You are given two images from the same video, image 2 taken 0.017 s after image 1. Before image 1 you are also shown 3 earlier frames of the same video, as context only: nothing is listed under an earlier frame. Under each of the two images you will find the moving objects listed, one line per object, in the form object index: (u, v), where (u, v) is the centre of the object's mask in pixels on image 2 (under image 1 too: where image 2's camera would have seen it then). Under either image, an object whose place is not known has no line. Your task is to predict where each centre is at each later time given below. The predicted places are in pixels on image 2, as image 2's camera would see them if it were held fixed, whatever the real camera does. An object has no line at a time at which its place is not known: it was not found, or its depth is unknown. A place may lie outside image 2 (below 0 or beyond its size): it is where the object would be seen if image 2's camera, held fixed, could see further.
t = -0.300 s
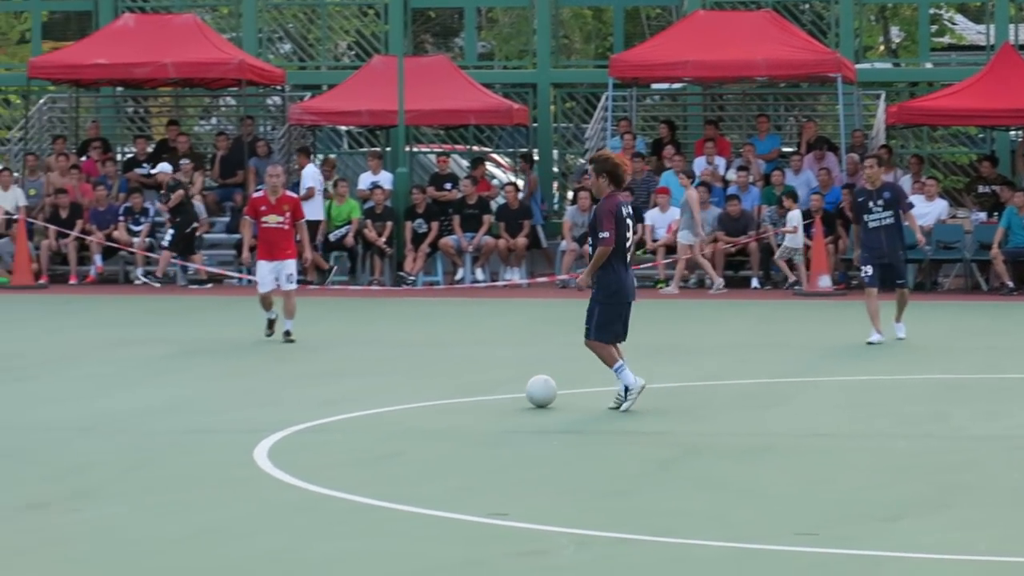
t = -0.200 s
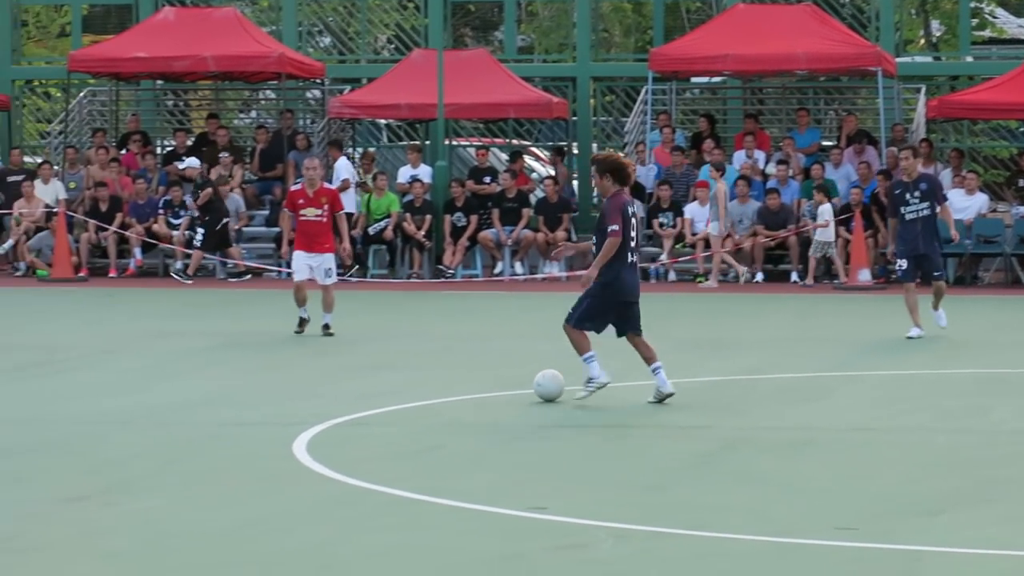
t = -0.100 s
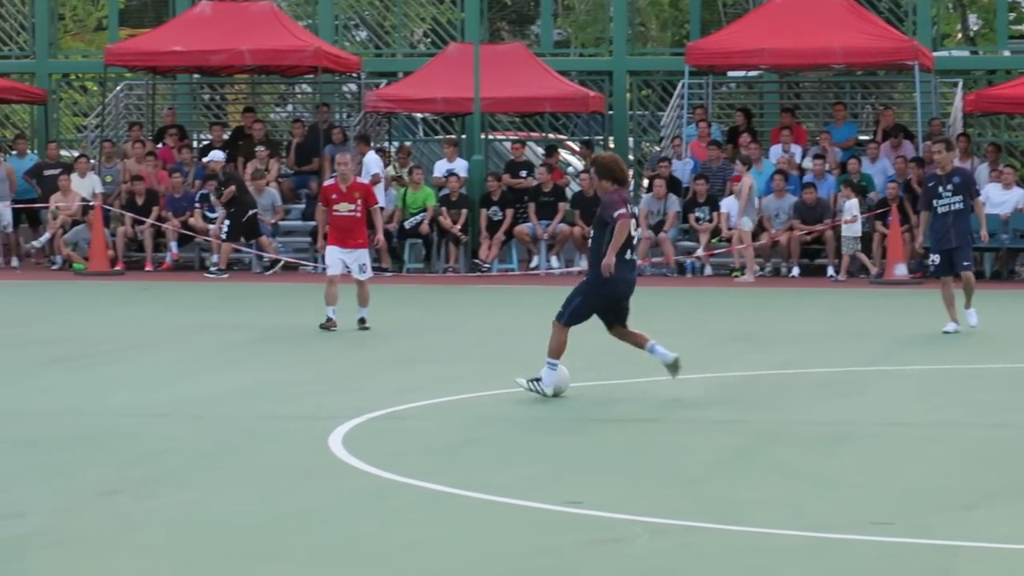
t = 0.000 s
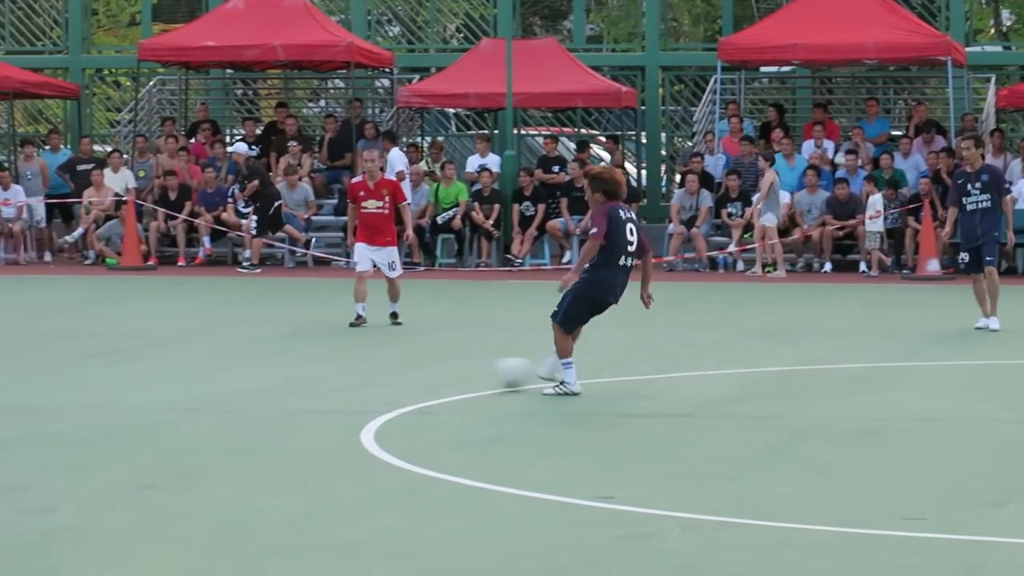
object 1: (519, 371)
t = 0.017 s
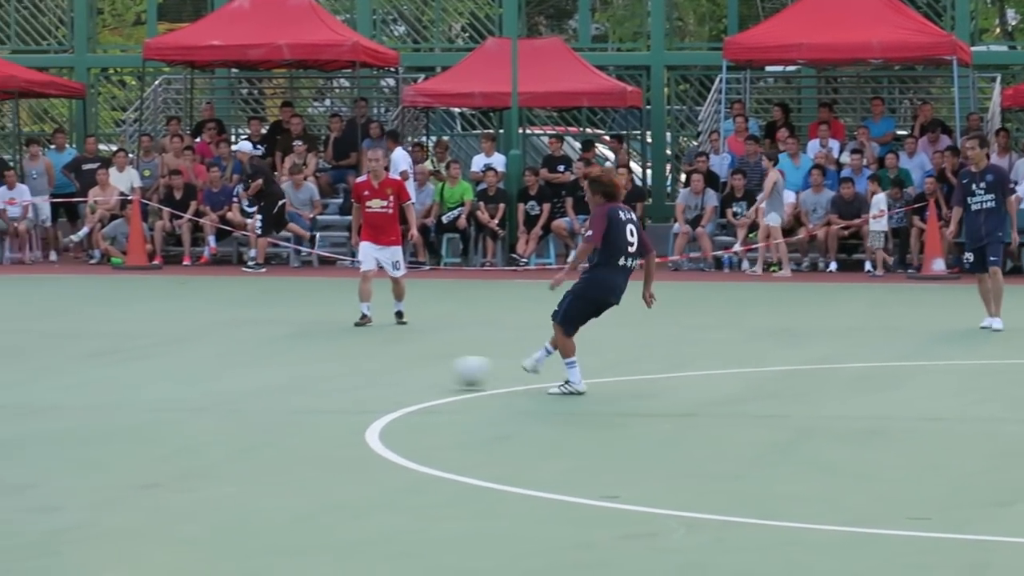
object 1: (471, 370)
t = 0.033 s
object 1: (427, 369)
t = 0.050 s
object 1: (383, 369)
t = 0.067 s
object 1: (339, 369)
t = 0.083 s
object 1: (297, 370)
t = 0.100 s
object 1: (254, 371)
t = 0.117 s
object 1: (213, 370)
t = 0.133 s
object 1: (171, 370)
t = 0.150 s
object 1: (131, 369)
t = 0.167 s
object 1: (90, 370)
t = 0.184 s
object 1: (51, 370)
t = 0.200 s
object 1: (11, 371)
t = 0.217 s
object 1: (-28, 370)
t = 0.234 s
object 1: (-63, 370)
